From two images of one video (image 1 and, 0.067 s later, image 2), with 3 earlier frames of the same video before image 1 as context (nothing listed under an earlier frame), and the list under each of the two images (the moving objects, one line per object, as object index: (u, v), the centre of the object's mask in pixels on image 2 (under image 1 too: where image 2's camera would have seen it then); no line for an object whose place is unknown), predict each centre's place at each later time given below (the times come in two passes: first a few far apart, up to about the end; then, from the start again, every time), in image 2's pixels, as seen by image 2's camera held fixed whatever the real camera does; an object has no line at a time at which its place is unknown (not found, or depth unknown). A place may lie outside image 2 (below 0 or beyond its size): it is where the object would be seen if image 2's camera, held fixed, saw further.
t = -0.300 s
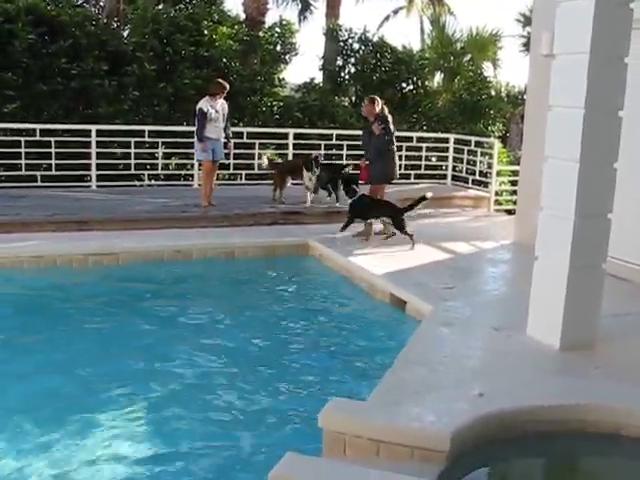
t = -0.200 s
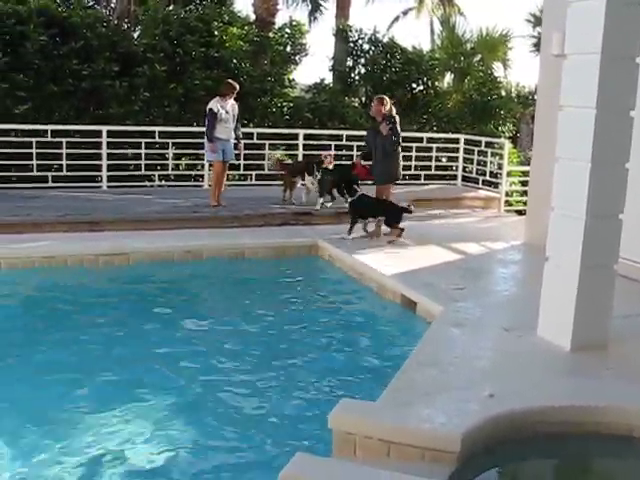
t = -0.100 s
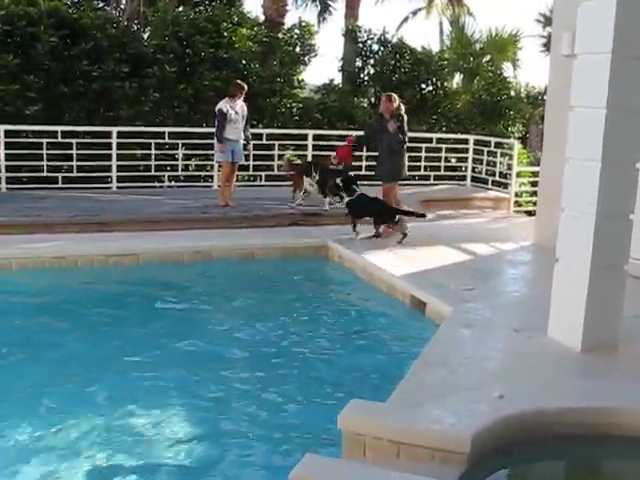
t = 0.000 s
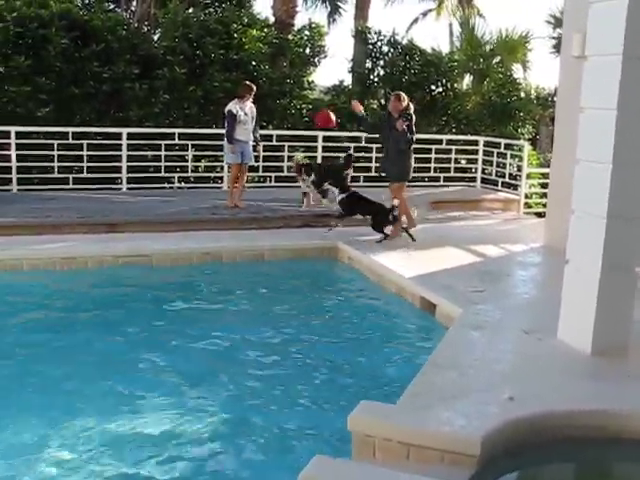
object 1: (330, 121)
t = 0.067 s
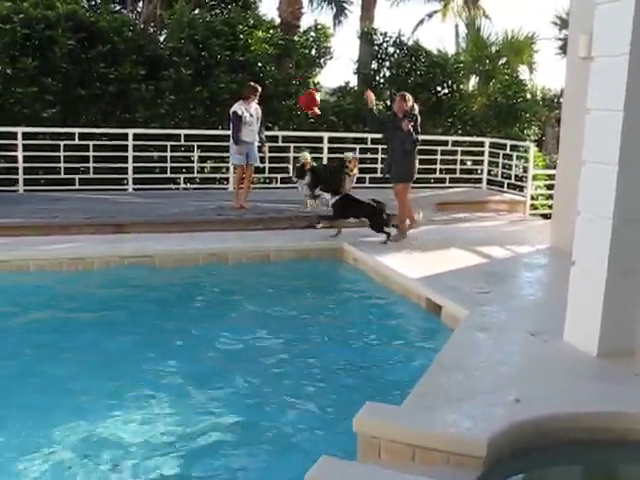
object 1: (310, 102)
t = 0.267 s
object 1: (235, 56)
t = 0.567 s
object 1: (101, 67)
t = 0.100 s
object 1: (298, 93)
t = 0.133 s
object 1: (286, 84)
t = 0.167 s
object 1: (274, 75)
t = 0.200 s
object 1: (261, 68)
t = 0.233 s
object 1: (249, 62)
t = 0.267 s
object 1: (235, 56)
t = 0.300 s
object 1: (222, 52)
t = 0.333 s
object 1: (209, 49)
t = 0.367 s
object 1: (195, 47)
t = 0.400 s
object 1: (181, 47)
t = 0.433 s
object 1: (166, 48)
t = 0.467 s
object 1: (150, 51)
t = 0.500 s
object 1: (134, 54)
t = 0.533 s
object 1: (118, 60)
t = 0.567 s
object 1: (101, 67)
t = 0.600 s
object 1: (83, 75)
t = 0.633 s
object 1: (64, 85)
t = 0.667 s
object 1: (46, 96)
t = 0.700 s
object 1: (28, 106)
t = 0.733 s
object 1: (9, 121)
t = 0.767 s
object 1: (-12, 137)
